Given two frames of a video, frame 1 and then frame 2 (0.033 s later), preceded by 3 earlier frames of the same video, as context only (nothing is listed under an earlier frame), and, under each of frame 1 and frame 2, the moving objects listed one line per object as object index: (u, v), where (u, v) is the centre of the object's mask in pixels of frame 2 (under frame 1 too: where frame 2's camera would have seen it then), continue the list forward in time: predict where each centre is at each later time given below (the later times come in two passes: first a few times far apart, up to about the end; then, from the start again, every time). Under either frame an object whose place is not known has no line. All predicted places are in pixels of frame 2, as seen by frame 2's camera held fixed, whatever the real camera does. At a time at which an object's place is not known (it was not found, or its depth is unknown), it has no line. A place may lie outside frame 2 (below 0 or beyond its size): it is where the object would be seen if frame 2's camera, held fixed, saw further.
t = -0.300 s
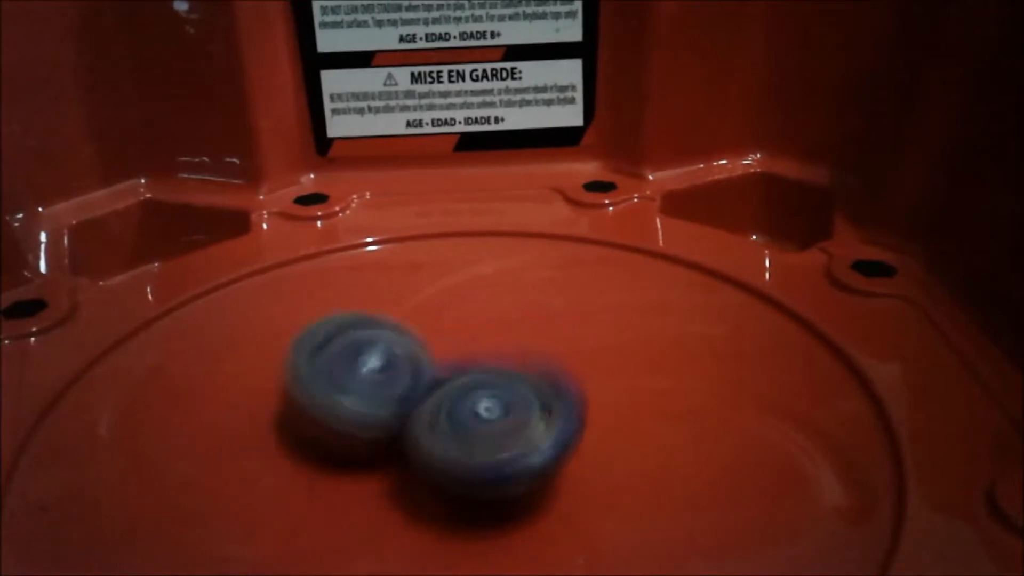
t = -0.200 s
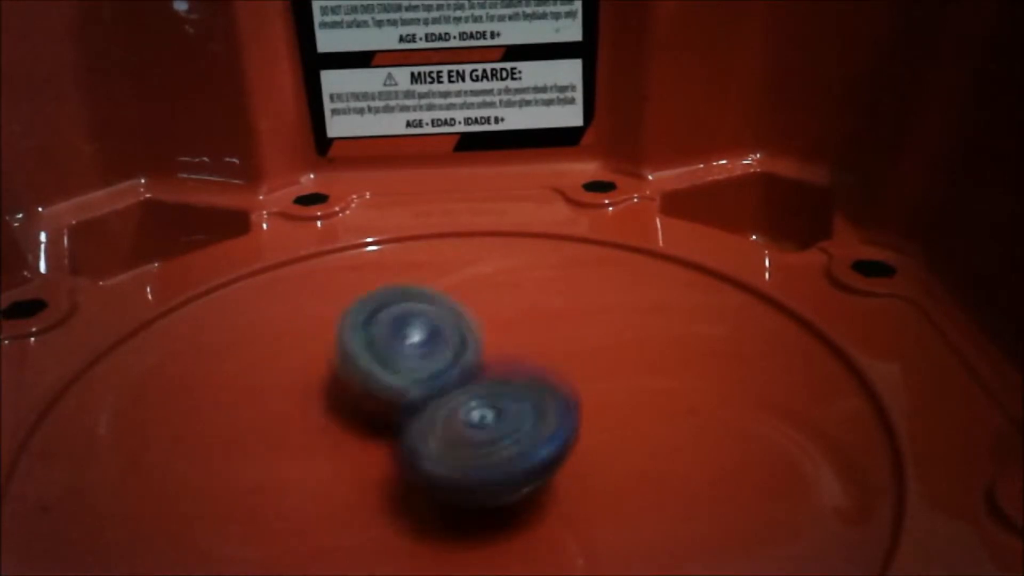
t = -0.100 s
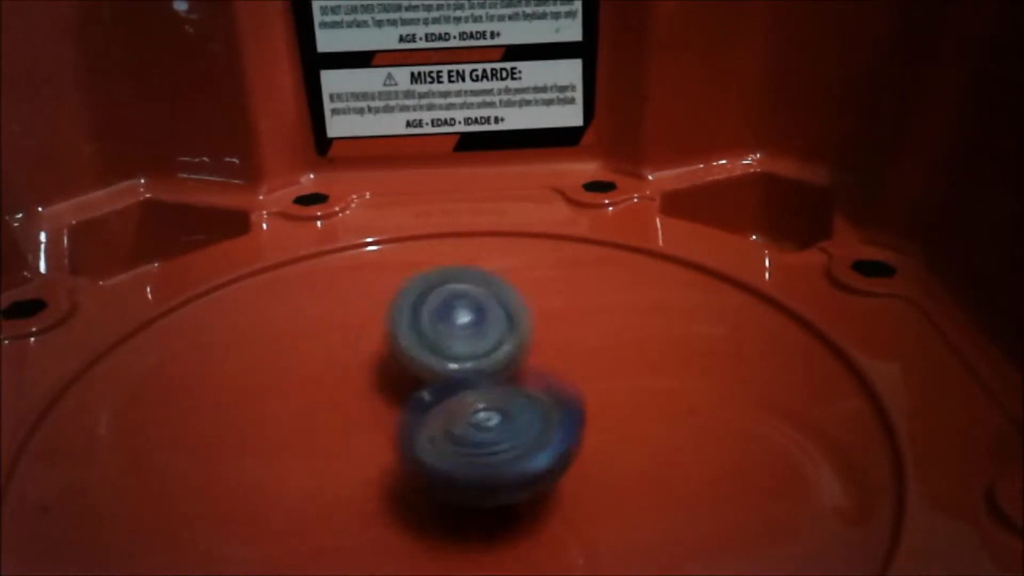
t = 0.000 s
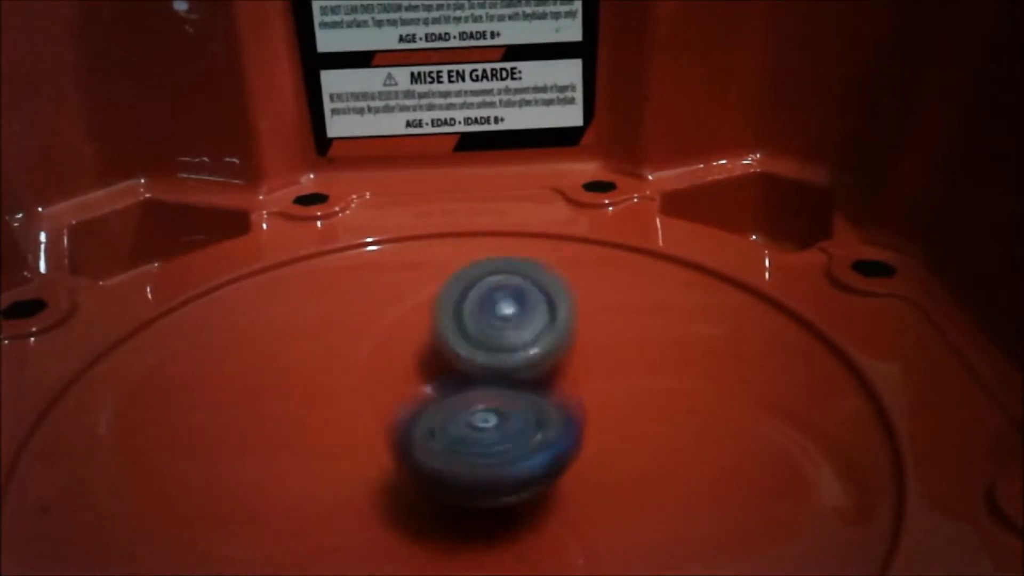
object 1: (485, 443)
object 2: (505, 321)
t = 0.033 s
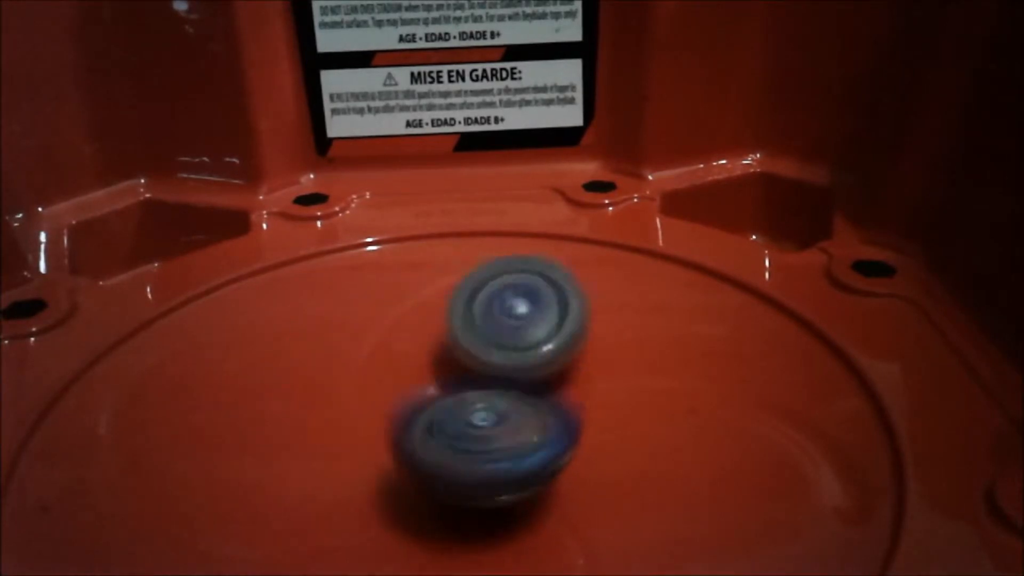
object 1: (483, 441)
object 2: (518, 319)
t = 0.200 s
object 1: (473, 438)
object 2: (574, 335)
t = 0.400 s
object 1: (446, 442)
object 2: (602, 388)
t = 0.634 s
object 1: (405, 443)
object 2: (599, 479)
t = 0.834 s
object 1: (408, 425)
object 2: (532, 509)
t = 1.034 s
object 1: (436, 401)
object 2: (455, 524)
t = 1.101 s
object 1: (449, 394)
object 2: (424, 519)
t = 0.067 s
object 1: (481, 441)
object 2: (531, 323)
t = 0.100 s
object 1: (480, 440)
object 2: (543, 325)
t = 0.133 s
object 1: (480, 438)
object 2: (554, 327)
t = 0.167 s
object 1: (478, 437)
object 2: (564, 330)
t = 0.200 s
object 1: (473, 438)
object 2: (574, 335)
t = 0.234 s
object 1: (466, 438)
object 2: (582, 340)
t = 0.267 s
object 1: (458, 439)
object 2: (588, 348)
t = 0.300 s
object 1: (454, 441)
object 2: (591, 356)
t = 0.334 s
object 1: (451, 443)
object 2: (597, 365)
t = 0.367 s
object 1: (447, 442)
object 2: (599, 377)
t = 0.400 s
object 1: (446, 442)
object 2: (602, 388)
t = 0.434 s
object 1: (443, 446)
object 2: (602, 400)
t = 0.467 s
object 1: (442, 447)
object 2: (601, 414)
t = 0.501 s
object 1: (431, 449)
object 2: (598, 426)
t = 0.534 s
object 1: (425, 451)
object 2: (595, 444)
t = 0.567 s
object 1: (412, 448)
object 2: (601, 458)
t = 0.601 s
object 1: (405, 445)
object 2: (605, 465)
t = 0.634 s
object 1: (405, 443)
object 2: (599, 479)
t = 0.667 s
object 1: (410, 441)
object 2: (592, 486)
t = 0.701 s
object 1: (409, 439)
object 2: (580, 494)
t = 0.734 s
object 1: (404, 438)
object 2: (565, 487)
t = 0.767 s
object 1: (403, 433)
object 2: (553, 490)
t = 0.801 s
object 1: (402, 430)
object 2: (543, 502)
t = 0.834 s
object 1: (408, 425)
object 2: (532, 509)
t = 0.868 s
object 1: (412, 421)
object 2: (521, 510)
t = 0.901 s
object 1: (411, 418)
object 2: (506, 517)
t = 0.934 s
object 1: (410, 414)
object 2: (495, 519)
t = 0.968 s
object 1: (415, 409)
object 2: (483, 526)
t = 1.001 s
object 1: (423, 408)
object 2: (469, 526)
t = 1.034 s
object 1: (436, 401)
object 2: (455, 524)
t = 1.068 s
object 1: (446, 395)
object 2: (442, 520)
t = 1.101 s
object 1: (449, 394)
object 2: (424, 519)
